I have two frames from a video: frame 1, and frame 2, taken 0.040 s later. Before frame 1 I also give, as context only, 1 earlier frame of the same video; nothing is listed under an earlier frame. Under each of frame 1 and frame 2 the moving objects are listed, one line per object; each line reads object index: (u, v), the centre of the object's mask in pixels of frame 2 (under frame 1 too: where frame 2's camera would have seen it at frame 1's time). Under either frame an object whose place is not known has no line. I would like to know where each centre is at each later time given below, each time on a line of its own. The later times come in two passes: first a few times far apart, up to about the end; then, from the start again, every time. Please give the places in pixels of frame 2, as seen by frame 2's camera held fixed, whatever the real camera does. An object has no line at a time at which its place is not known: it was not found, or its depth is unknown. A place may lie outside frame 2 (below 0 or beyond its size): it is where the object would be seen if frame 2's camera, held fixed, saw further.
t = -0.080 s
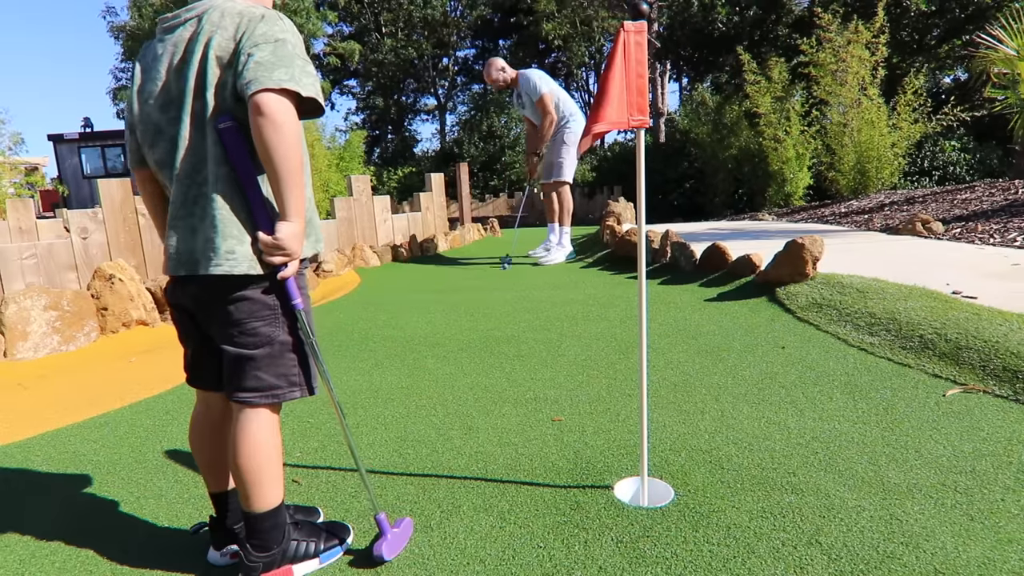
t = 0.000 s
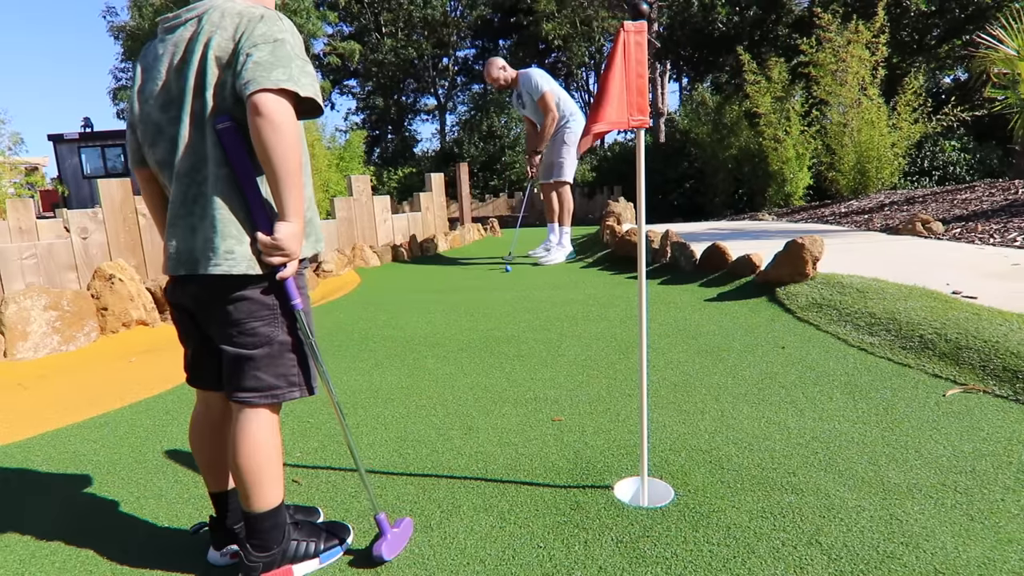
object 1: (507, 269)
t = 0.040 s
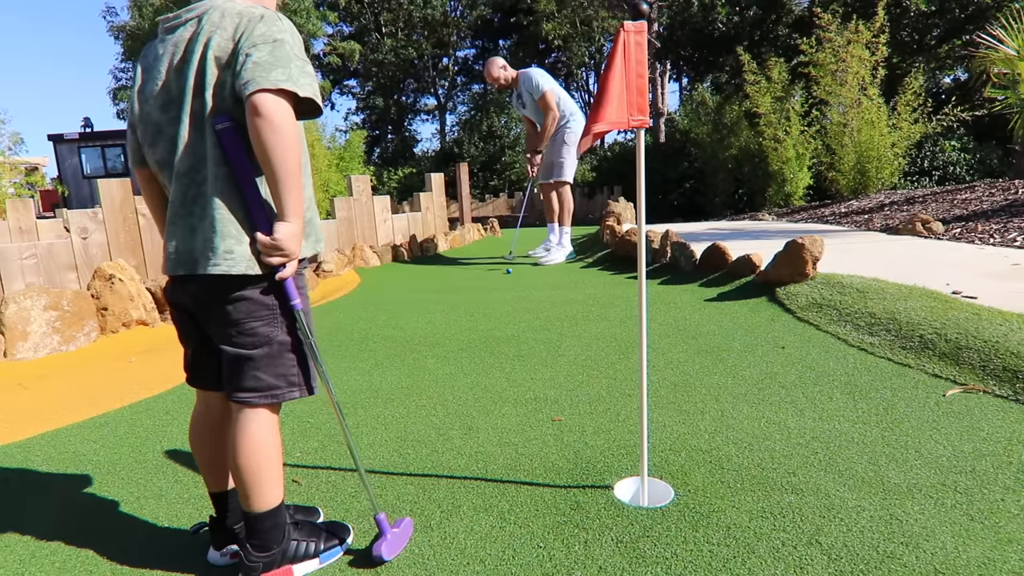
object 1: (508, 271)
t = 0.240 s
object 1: (515, 277)
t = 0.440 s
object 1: (520, 286)
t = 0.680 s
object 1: (528, 298)
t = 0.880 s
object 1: (536, 308)
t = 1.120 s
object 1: (544, 323)
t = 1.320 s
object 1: (553, 337)
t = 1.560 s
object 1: (560, 358)
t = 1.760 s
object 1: (563, 377)
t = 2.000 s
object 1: (562, 401)
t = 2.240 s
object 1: (558, 426)
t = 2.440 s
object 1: (552, 445)
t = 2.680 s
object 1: (553, 469)
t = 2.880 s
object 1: (555, 483)
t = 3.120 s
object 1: (551, 493)
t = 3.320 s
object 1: (548, 493)
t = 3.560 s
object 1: (549, 493)
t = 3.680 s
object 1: (549, 493)
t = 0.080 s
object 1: (510, 271)
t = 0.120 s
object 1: (511, 273)
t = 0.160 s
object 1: (513, 274)
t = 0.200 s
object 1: (514, 276)
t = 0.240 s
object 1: (515, 277)
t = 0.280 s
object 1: (516, 279)
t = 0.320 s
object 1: (517, 280)
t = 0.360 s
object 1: (518, 282)
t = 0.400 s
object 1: (519, 284)
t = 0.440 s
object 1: (520, 286)
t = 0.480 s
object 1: (522, 288)
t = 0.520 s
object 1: (523, 290)
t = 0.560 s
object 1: (524, 291)
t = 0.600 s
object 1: (526, 293)
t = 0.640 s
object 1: (527, 295)
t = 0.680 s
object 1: (528, 298)
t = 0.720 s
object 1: (530, 300)
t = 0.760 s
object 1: (531, 301)
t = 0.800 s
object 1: (532, 304)
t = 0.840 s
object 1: (534, 306)
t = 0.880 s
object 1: (536, 308)
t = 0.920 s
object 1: (537, 311)
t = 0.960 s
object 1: (539, 313)
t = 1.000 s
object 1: (540, 315)
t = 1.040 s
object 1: (541, 318)
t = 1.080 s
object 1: (543, 320)
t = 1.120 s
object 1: (544, 323)
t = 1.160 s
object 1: (546, 325)
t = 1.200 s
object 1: (548, 329)
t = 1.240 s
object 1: (549, 331)
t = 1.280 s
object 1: (551, 334)
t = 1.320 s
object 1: (553, 337)
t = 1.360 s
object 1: (555, 340)
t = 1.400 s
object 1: (556, 343)
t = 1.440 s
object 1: (557, 347)
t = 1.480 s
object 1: (558, 350)
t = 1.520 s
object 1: (559, 354)
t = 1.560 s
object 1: (560, 358)
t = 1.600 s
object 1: (561, 361)
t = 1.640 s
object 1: (562, 365)
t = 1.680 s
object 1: (562, 369)
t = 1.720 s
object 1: (562, 372)
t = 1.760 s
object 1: (563, 377)
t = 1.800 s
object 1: (563, 380)
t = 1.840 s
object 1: (563, 384)
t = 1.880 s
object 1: (563, 388)
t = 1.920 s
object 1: (563, 392)
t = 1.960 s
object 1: (562, 397)
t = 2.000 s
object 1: (562, 401)
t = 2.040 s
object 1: (562, 405)
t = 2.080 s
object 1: (562, 409)
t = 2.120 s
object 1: (561, 413)
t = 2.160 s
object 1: (560, 418)
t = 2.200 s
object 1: (560, 422)
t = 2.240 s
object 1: (558, 426)
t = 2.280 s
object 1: (557, 430)
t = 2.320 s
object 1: (556, 434)
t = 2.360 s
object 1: (554, 438)
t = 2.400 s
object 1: (553, 442)
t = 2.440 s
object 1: (552, 445)
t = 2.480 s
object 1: (551, 450)
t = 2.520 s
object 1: (551, 453)
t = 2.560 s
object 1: (551, 457)
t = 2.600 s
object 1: (552, 462)
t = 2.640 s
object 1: (552, 465)
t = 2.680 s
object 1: (553, 469)
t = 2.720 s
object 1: (554, 473)
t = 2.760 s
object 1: (554, 476)
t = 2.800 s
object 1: (555, 478)
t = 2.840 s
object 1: (555, 481)
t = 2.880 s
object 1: (555, 483)
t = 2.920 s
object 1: (555, 486)
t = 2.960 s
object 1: (555, 487)
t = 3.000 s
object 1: (554, 489)
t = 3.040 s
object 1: (554, 490)
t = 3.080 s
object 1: (553, 492)
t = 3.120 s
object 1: (551, 493)
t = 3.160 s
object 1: (550, 493)
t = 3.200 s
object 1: (549, 493)
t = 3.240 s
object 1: (549, 493)
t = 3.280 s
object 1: (549, 493)
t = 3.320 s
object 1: (548, 493)
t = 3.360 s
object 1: (549, 493)
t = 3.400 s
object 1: (549, 493)
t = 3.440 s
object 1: (549, 493)
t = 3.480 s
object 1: (549, 493)
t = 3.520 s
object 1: (549, 493)
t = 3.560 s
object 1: (549, 493)
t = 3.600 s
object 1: (549, 493)
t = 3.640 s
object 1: (549, 493)
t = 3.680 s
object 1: (549, 493)
